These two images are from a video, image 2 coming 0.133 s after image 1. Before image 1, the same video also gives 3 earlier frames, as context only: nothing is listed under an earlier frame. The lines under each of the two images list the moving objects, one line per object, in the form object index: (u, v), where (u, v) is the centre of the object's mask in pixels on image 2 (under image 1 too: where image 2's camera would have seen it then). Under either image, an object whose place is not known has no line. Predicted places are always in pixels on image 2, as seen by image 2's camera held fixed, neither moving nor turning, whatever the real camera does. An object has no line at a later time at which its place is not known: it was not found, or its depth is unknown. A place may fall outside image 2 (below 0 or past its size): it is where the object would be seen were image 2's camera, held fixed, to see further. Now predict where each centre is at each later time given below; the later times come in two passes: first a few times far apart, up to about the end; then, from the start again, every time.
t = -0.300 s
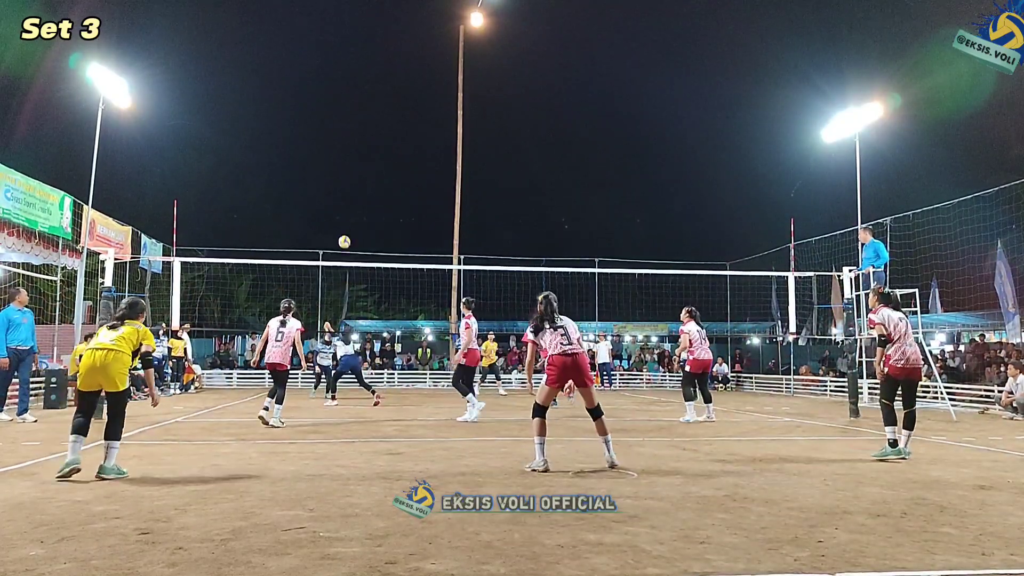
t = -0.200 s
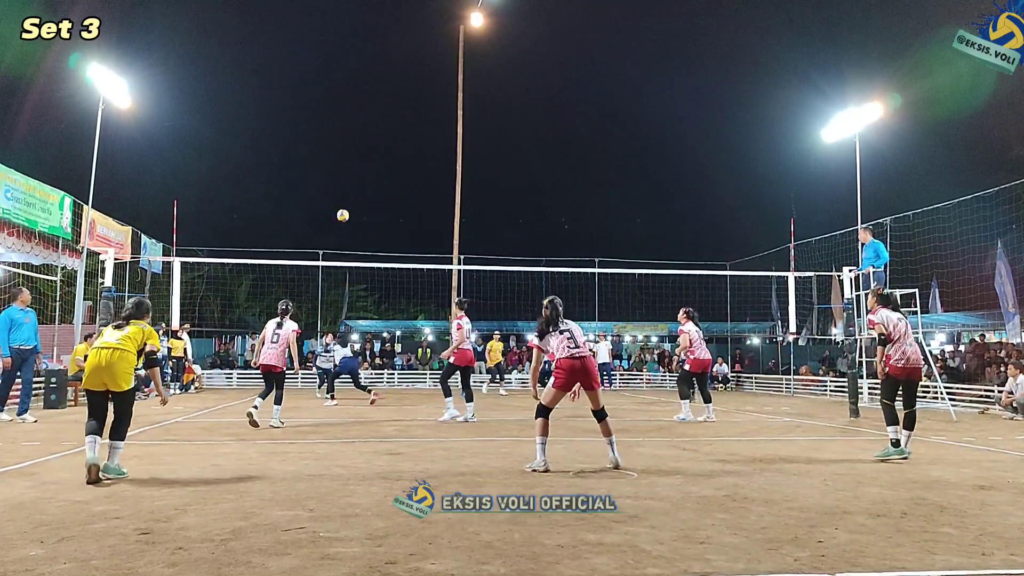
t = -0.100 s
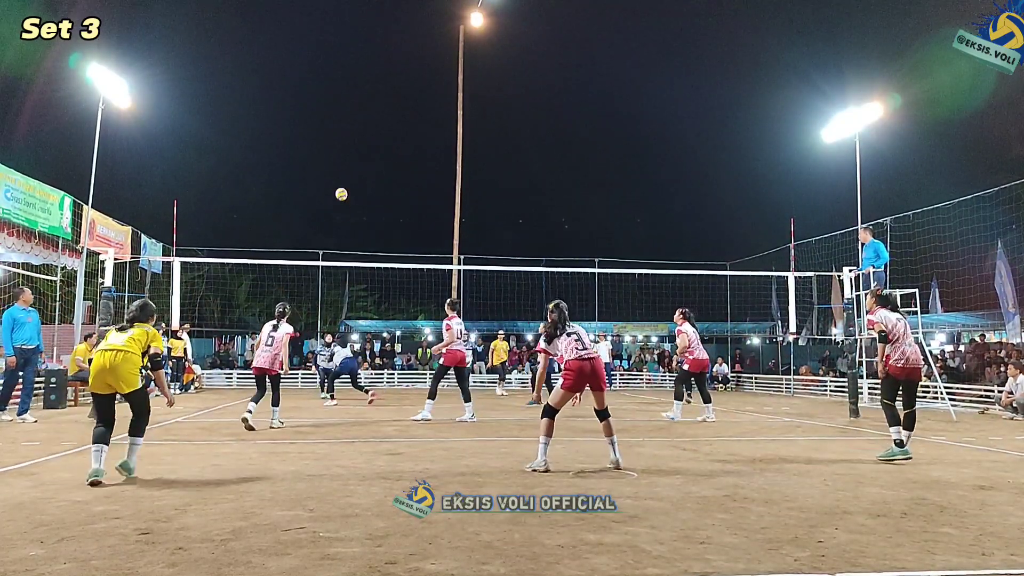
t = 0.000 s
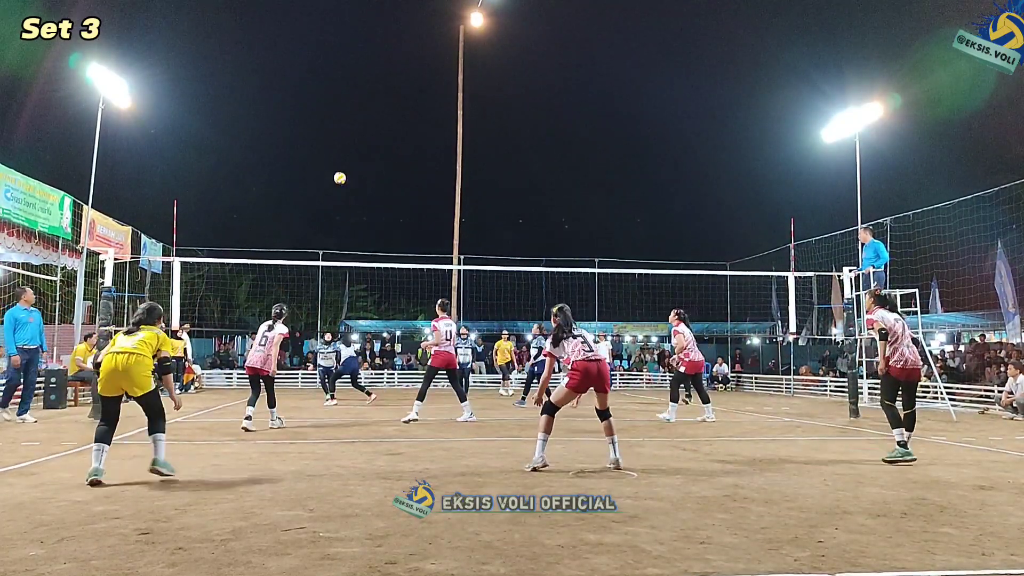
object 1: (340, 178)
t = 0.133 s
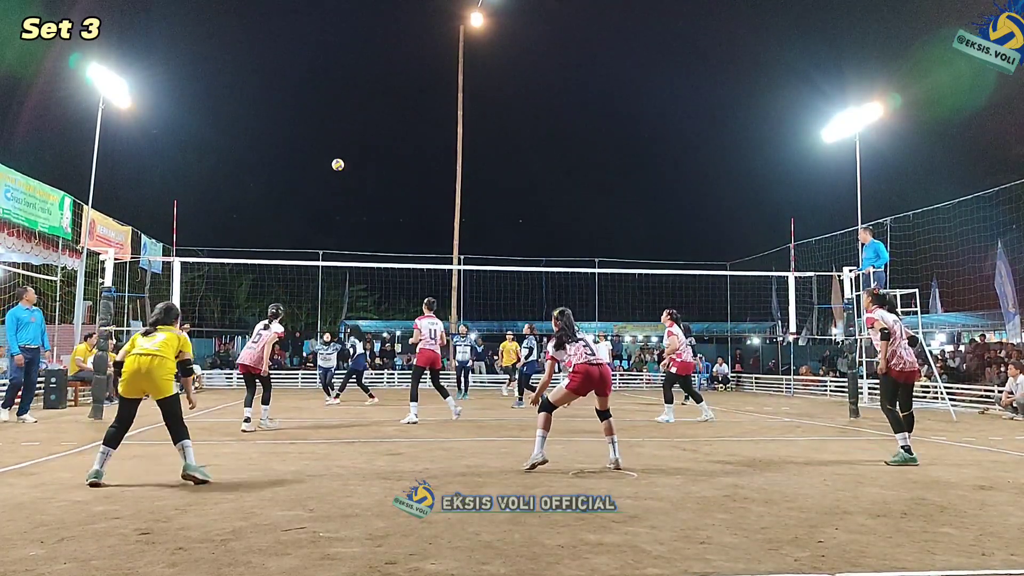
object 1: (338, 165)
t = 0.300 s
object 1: (335, 160)
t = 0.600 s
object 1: (329, 189)
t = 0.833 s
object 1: (323, 245)
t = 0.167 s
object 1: (337, 163)
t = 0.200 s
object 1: (337, 161)
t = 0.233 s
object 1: (336, 160)
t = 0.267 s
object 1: (336, 160)
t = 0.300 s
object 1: (335, 160)
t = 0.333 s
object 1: (334, 161)
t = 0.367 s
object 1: (334, 162)
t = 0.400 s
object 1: (333, 165)
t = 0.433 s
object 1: (332, 167)
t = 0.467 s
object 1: (332, 170)
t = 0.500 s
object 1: (331, 174)
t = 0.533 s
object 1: (330, 179)
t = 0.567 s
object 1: (330, 184)
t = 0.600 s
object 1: (329, 189)
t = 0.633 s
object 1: (328, 195)
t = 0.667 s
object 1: (327, 202)
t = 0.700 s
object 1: (326, 209)
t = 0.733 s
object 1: (326, 217)
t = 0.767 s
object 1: (325, 226)
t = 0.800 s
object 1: (324, 235)
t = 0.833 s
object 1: (323, 245)
